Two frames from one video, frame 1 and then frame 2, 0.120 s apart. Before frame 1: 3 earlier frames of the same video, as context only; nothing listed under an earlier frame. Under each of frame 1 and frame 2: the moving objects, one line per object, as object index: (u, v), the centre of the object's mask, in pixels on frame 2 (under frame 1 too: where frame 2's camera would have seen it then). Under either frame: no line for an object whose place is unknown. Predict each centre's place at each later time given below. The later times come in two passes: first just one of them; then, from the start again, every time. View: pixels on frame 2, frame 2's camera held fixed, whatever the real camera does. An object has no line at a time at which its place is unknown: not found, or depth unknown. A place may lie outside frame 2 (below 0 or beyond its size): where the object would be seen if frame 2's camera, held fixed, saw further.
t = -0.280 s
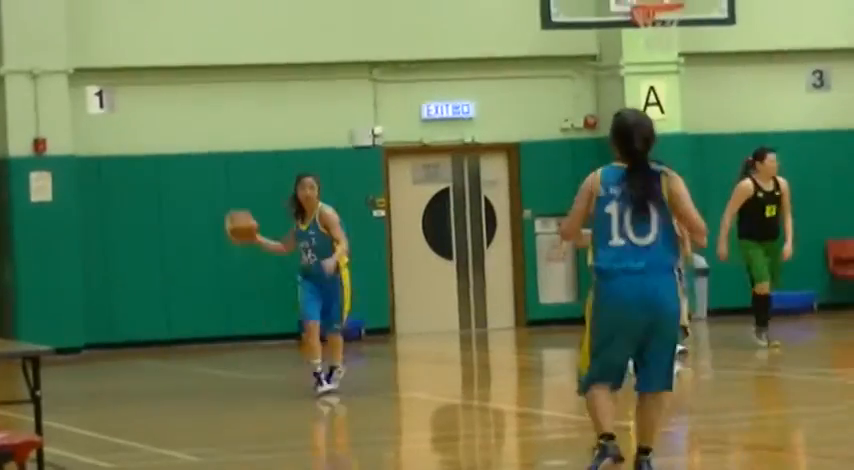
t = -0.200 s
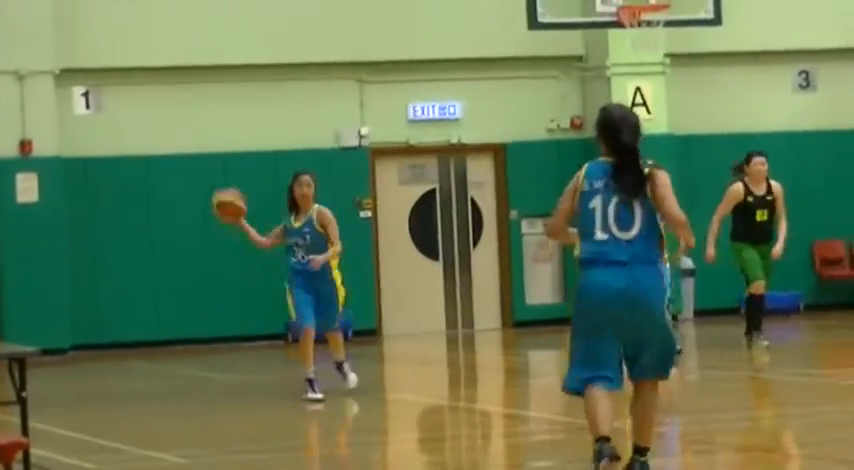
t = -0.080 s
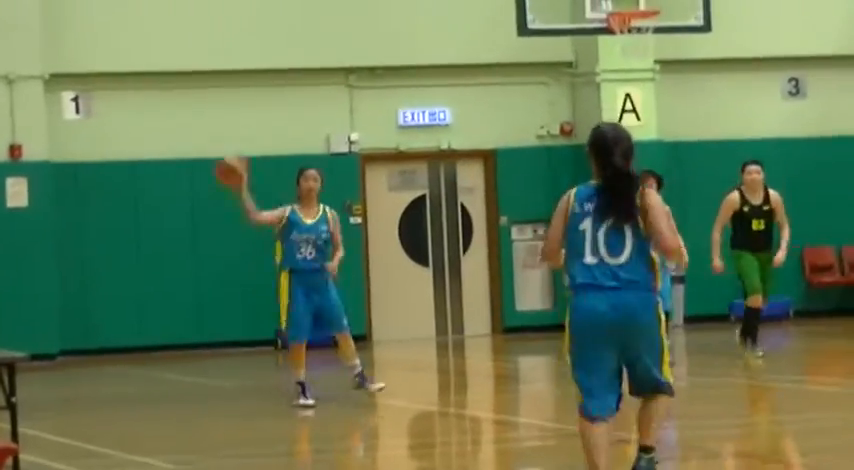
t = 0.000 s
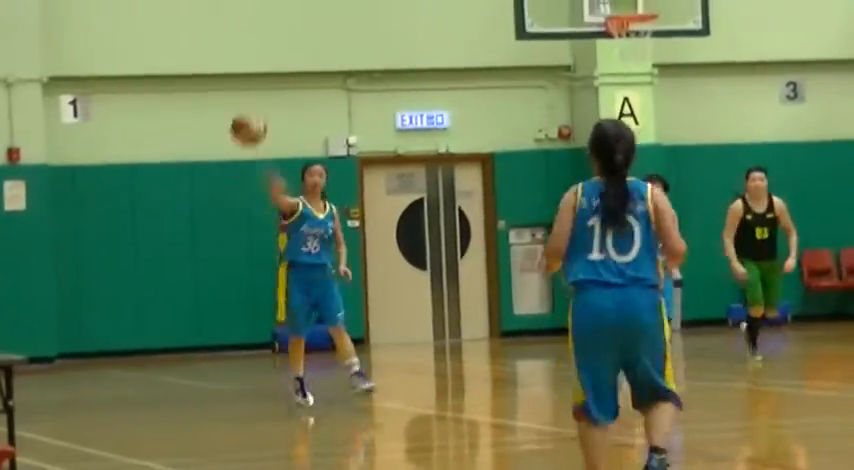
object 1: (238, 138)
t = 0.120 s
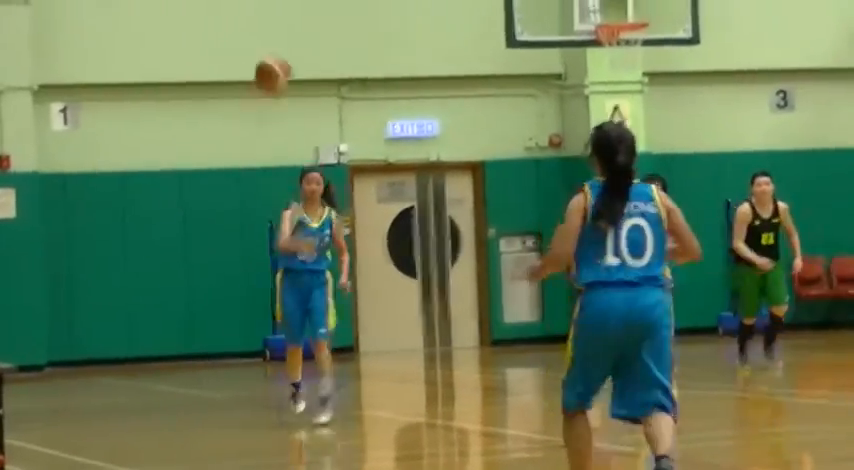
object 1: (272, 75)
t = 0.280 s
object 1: (330, 12)
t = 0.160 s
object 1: (287, 58)
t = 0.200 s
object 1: (303, 41)
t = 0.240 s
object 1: (316, 24)
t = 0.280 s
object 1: (330, 12)
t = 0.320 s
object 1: (344, 1)
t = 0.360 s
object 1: (358, -7)
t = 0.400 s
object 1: (374, -8)
